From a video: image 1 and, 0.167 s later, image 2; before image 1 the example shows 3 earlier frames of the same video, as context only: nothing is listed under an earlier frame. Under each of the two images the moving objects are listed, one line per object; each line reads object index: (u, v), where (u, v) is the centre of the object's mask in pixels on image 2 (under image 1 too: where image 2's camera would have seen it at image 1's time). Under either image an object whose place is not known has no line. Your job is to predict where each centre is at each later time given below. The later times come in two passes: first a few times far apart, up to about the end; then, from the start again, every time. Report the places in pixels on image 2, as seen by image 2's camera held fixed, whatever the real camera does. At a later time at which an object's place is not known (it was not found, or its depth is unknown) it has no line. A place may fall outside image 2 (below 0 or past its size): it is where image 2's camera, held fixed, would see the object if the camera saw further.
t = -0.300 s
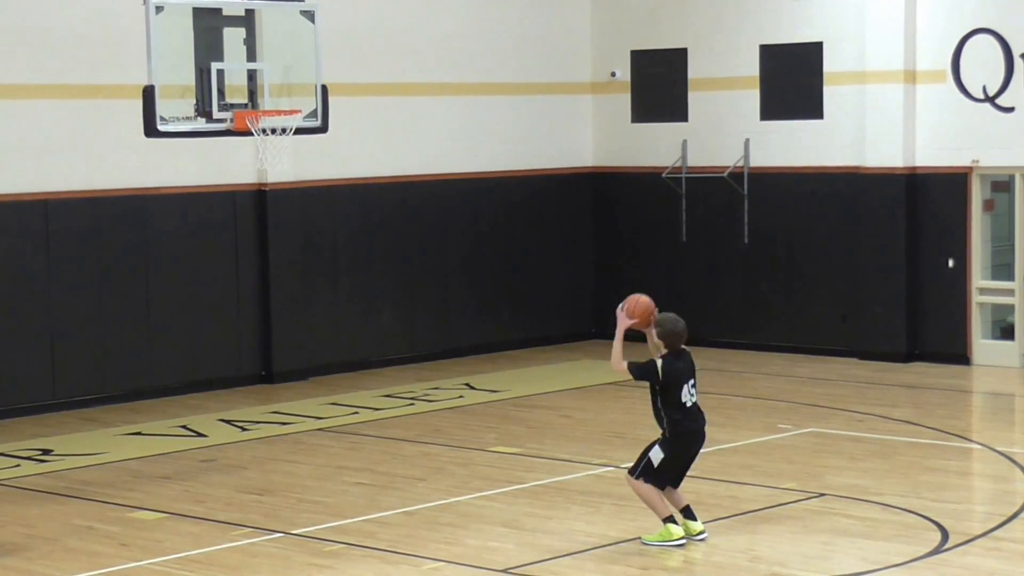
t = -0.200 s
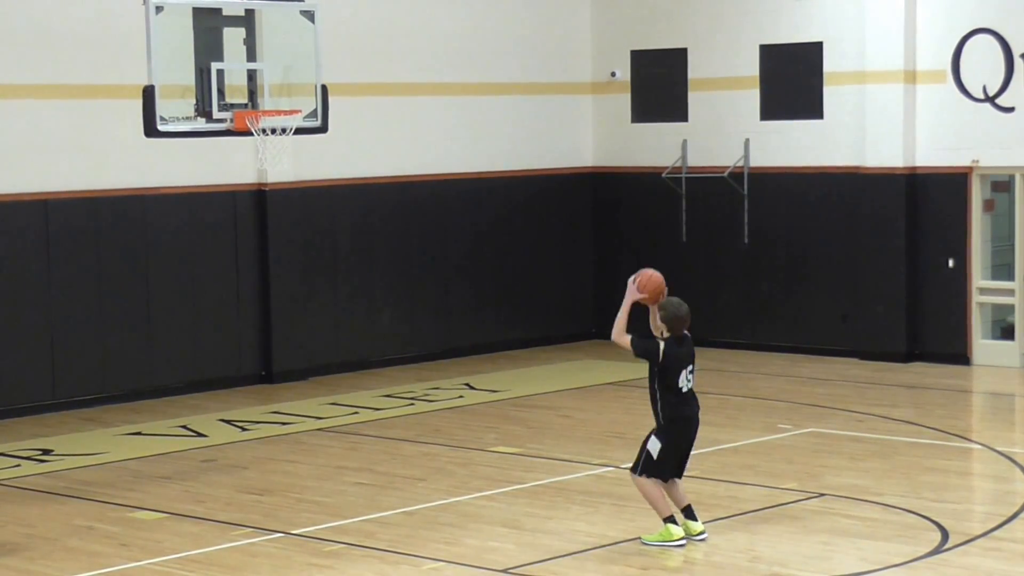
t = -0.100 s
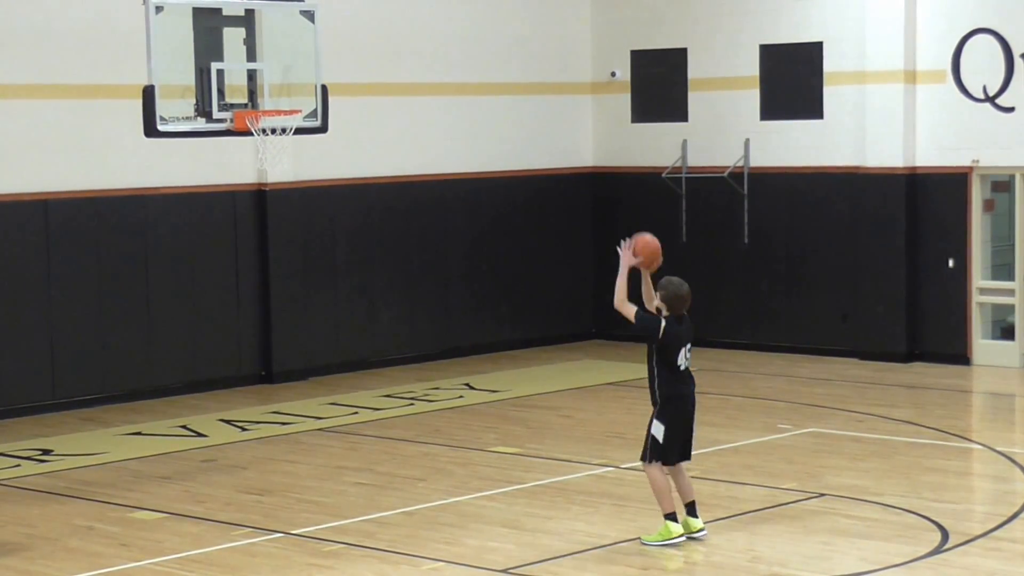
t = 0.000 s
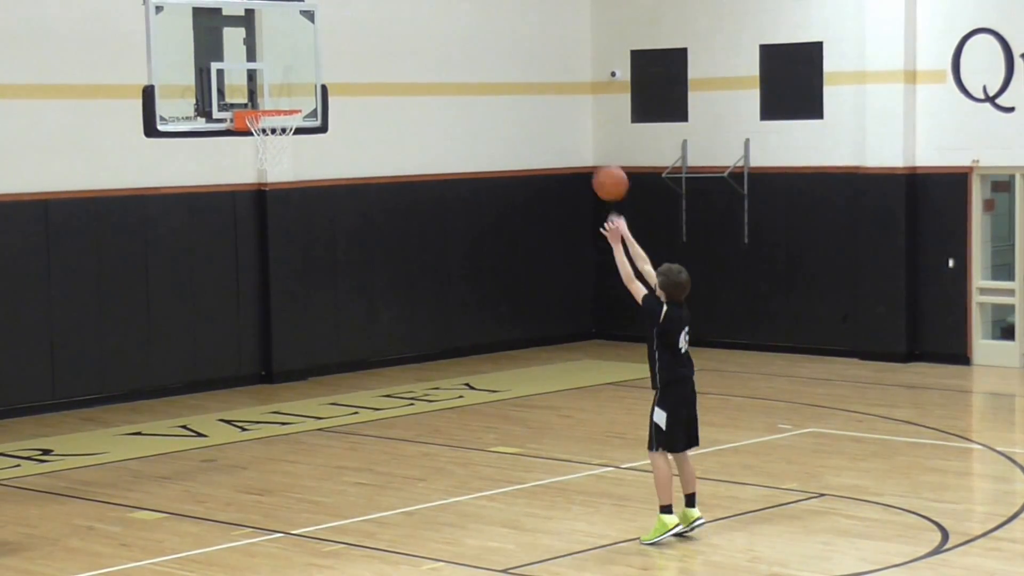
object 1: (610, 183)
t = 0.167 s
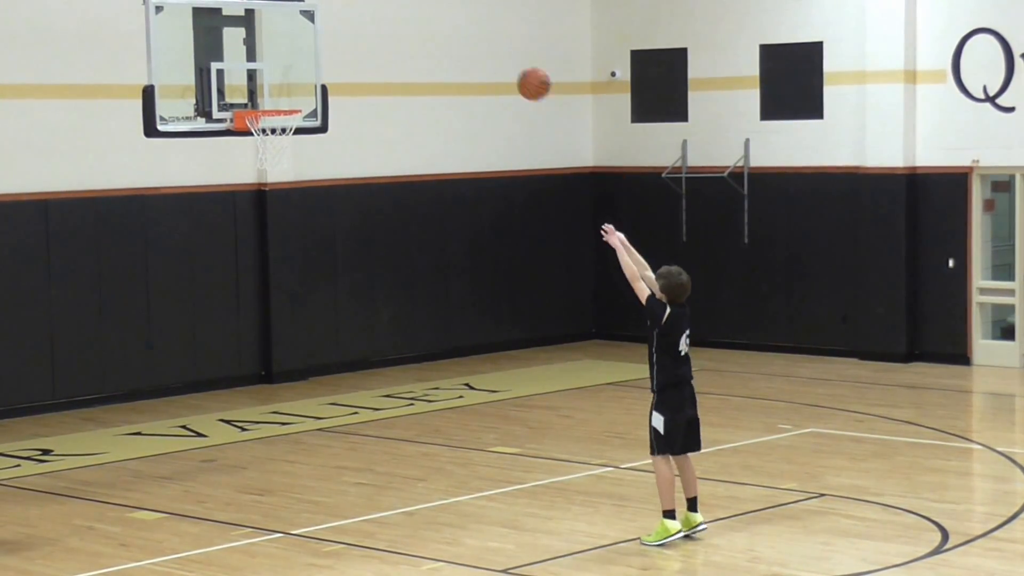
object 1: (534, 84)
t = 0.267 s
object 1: (491, 45)
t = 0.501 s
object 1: (398, 12)
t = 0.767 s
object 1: (304, 52)
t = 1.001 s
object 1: (294, 129)
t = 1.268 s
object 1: (297, 144)
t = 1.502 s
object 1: (279, 221)
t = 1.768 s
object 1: (261, 386)
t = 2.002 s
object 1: (244, 385)
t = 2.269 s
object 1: (225, 297)
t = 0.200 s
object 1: (519, 69)
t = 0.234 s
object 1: (505, 56)
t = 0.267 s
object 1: (491, 45)
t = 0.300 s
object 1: (477, 36)
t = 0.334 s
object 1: (463, 27)
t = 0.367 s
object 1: (450, 21)
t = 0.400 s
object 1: (436, 16)
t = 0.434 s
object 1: (423, 13)
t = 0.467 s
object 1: (410, 12)
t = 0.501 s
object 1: (398, 12)
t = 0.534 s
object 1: (385, 12)
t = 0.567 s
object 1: (373, 13)
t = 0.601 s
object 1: (361, 15)
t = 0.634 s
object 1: (349, 20)
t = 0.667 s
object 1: (338, 26)
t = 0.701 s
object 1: (326, 34)
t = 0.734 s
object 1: (315, 42)
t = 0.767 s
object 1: (304, 52)
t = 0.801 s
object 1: (293, 63)
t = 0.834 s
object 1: (282, 75)
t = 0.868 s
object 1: (272, 88)
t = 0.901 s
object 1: (261, 100)
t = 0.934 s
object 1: (264, 114)
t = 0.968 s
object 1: (279, 123)
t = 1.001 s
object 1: (294, 129)
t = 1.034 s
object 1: (301, 129)
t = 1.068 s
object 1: (304, 127)
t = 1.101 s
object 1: (305, 127)
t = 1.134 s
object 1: (305, 128)
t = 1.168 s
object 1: (304, 129)
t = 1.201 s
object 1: (302, 131)
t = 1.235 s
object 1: (300, 136)
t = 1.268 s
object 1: (297, 144)
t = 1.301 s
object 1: (295, 151)
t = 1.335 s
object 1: (292, 159)
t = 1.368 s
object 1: (289, 169)
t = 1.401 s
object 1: (287, 181)
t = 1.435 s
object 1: (285, 193)
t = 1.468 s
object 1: (282, 206)
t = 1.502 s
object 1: (279, 221)
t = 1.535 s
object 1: (277, 238)
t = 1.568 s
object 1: (275, 255)
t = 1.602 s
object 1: (272, 274)
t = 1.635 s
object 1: (270, 295)
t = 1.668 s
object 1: (268, 316)
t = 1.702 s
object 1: (266, 339)
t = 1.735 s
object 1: (263, 363)
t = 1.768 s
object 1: (261, 386)
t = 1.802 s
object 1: (259, 413)
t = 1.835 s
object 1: (256, 442)
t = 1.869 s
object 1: (254, 461)
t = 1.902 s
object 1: (251, 440)
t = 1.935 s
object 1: (249, 421)
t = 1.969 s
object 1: (246, 402)
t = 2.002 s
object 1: (244, 385)
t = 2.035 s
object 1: (242, 371)
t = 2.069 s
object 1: (239, 356)
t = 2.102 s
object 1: (237, 343)
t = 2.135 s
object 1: (234, 332)
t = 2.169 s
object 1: (232, 321)
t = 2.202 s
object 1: (230, 312)
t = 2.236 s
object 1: (227, 304)
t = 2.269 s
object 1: (225, 297)
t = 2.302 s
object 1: (222, 292)
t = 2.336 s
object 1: (220, 288)
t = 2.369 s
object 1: (218, 285)
